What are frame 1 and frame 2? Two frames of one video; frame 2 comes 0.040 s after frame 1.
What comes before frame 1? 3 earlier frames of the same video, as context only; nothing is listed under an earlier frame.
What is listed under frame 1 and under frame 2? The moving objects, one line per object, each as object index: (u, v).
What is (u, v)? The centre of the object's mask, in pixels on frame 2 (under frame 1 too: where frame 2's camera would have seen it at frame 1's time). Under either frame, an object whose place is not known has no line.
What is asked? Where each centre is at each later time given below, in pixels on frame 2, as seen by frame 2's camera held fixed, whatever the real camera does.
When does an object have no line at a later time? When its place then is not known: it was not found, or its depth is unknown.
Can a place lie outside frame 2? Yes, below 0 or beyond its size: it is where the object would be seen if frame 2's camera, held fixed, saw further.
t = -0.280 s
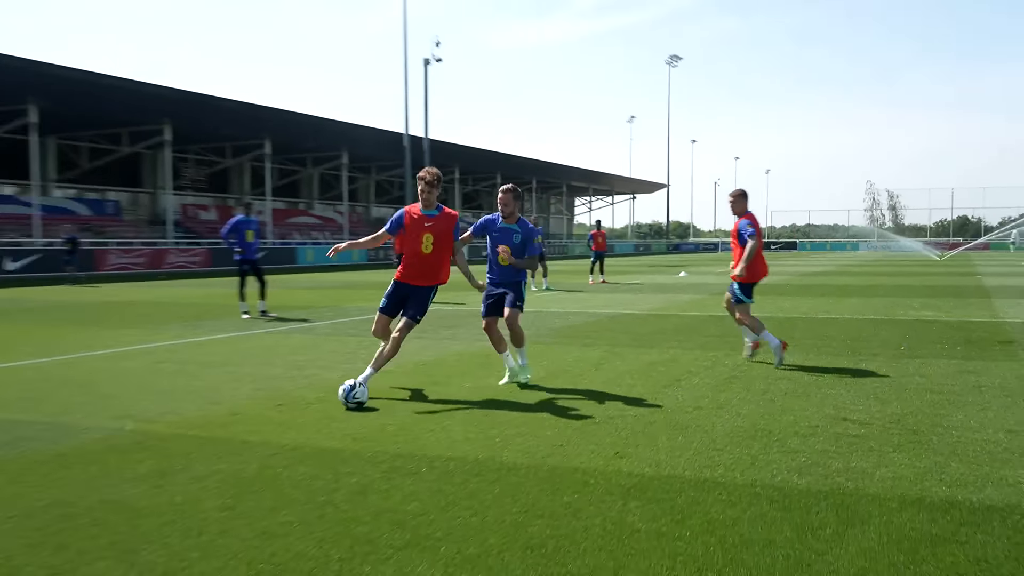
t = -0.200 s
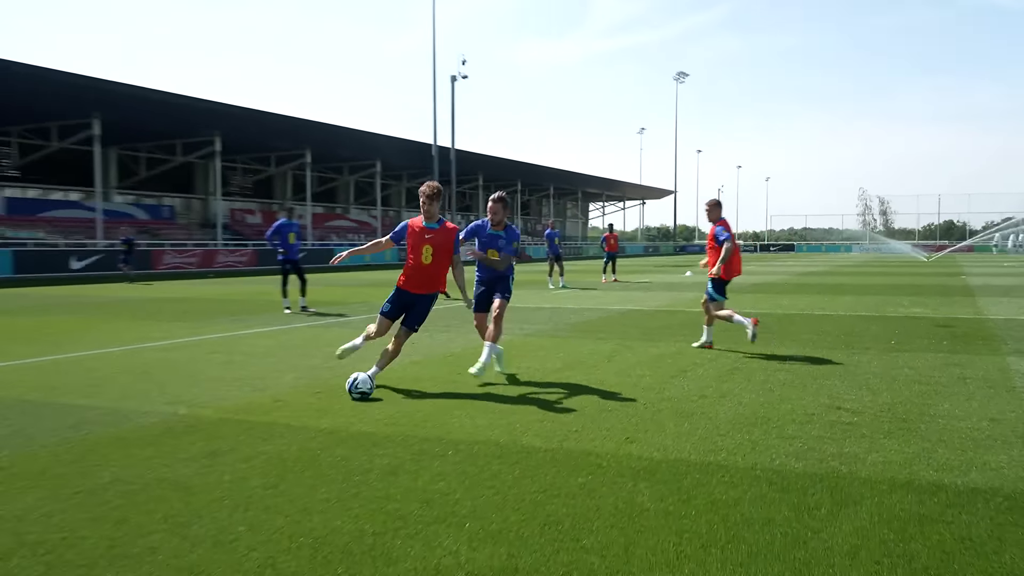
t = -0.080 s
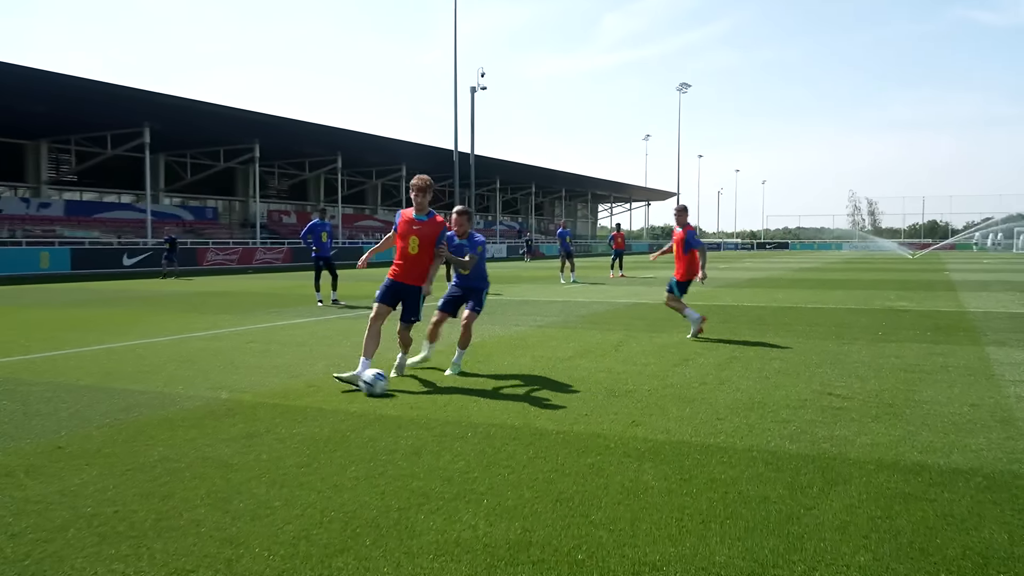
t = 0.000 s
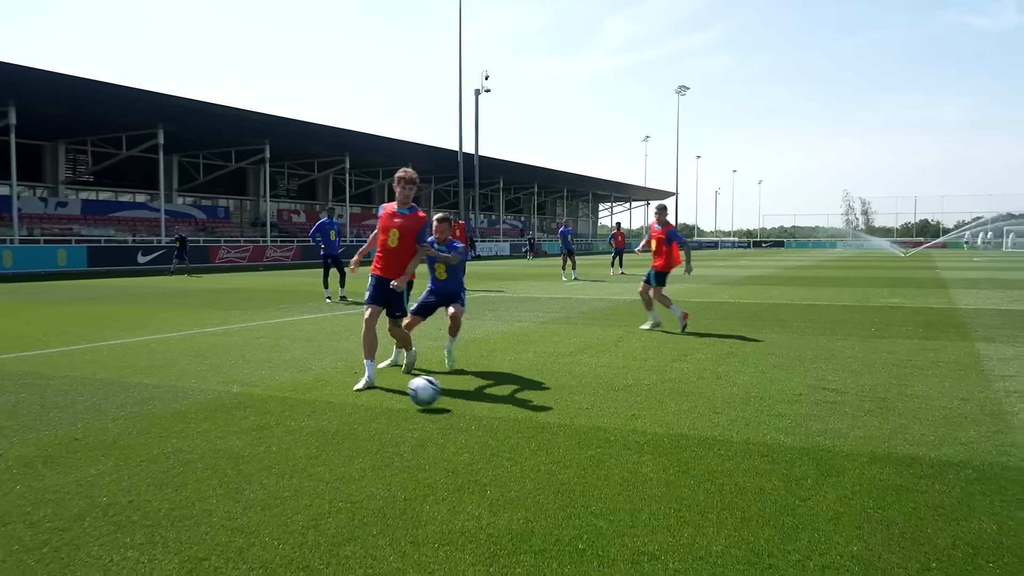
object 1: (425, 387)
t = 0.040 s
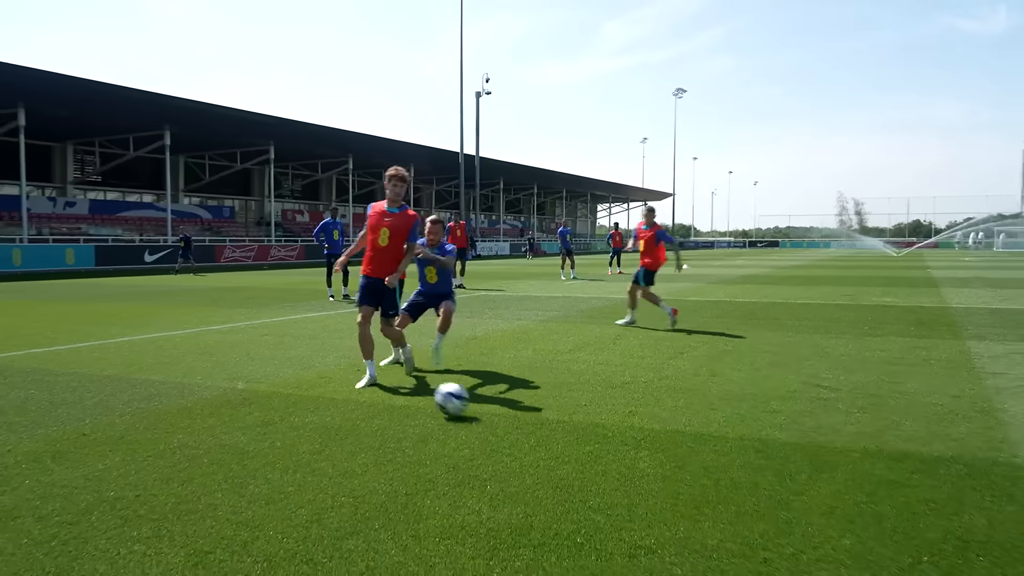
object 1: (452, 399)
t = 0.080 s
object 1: (481, 414)
